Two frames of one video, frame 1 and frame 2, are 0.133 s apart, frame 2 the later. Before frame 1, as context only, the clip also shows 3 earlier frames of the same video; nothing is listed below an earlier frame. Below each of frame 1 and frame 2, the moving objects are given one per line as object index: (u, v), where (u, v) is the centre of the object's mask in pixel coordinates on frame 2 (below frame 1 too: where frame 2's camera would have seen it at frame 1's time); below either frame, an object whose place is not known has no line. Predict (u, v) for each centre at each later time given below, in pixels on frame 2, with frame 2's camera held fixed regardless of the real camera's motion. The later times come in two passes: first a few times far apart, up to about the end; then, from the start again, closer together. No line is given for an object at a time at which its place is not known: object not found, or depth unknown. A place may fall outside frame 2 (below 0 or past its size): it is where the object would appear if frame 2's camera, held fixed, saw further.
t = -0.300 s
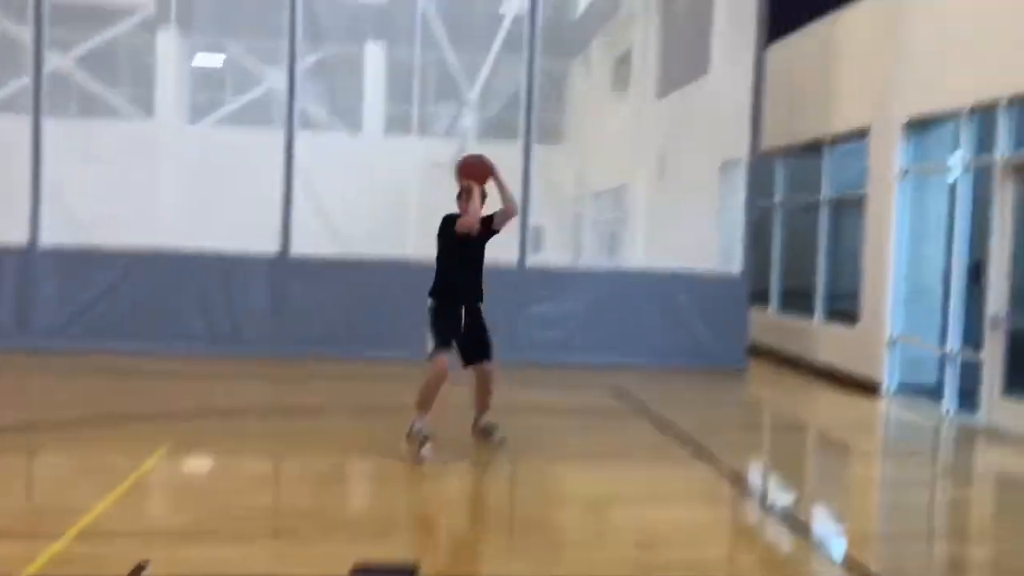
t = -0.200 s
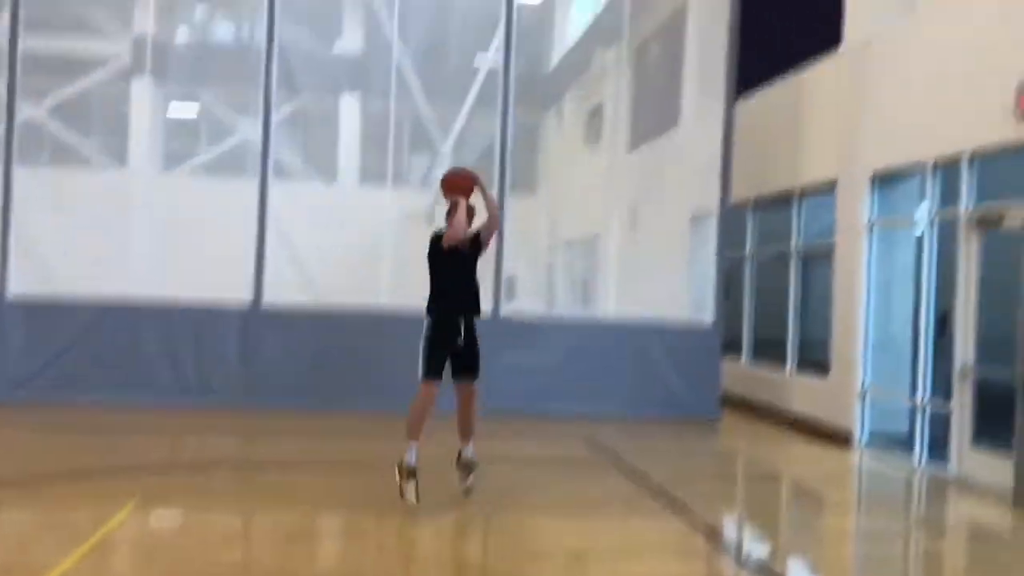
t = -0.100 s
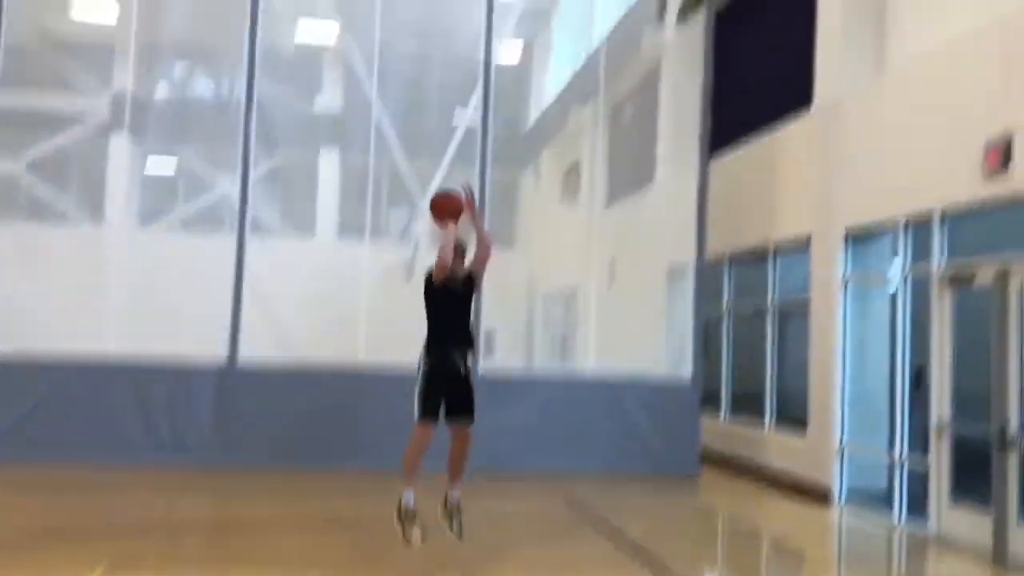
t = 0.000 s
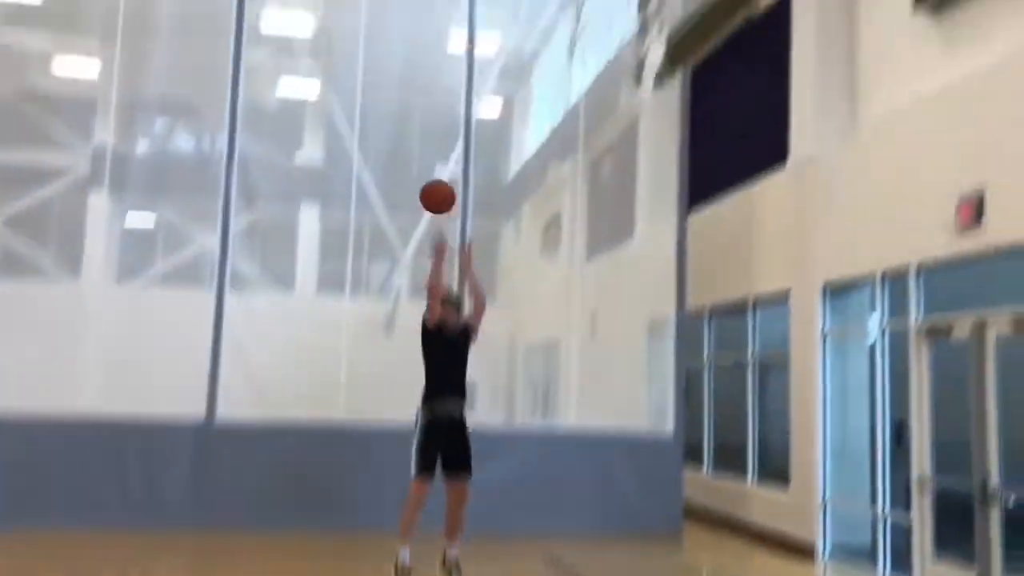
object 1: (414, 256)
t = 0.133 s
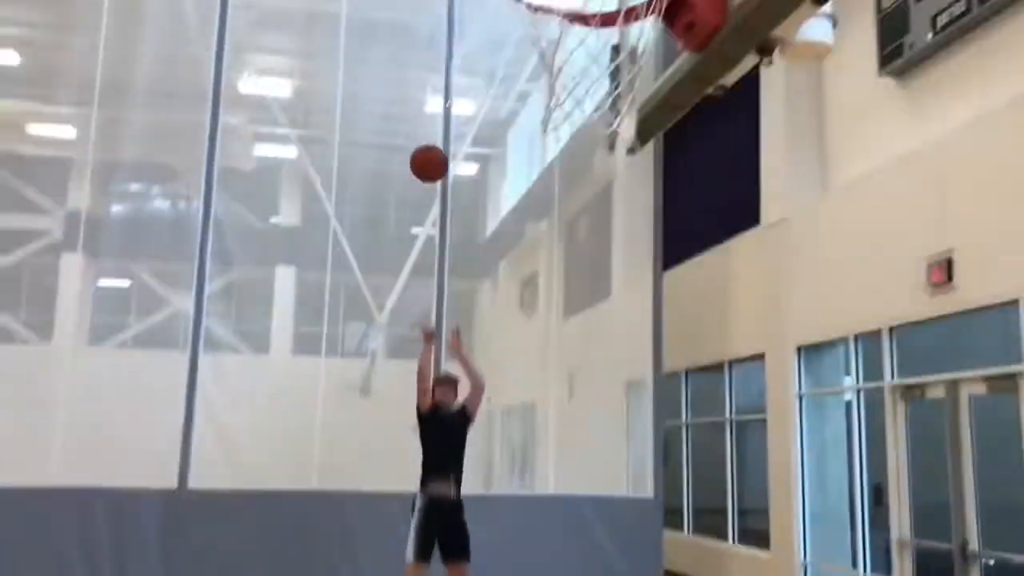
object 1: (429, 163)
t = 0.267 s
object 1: (444, 82)
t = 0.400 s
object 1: (461, 13)
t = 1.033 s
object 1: (626, 28)
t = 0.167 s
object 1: (432, 142)
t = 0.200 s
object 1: (436, 122)
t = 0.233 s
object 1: (440, 102)
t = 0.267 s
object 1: (444, 82)
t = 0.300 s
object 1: (448, 64)
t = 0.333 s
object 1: (452, 46)
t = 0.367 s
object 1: (456, 29)
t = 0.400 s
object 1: (461, 13)
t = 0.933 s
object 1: (596, 10)
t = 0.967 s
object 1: (606, 12)
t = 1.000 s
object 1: (616, 20)
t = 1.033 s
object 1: (626, 28)
